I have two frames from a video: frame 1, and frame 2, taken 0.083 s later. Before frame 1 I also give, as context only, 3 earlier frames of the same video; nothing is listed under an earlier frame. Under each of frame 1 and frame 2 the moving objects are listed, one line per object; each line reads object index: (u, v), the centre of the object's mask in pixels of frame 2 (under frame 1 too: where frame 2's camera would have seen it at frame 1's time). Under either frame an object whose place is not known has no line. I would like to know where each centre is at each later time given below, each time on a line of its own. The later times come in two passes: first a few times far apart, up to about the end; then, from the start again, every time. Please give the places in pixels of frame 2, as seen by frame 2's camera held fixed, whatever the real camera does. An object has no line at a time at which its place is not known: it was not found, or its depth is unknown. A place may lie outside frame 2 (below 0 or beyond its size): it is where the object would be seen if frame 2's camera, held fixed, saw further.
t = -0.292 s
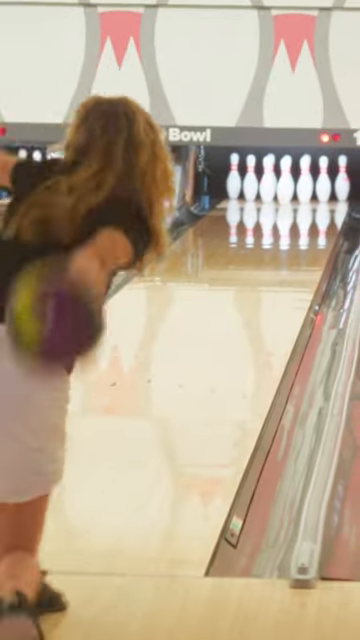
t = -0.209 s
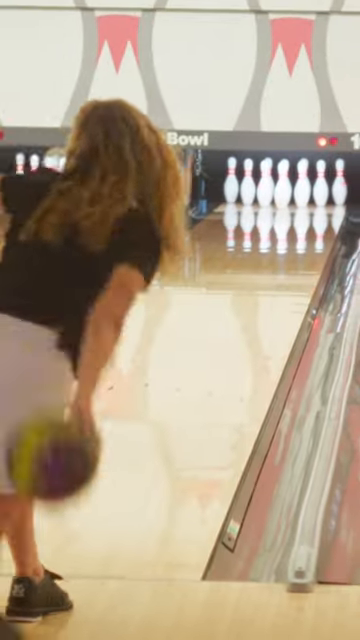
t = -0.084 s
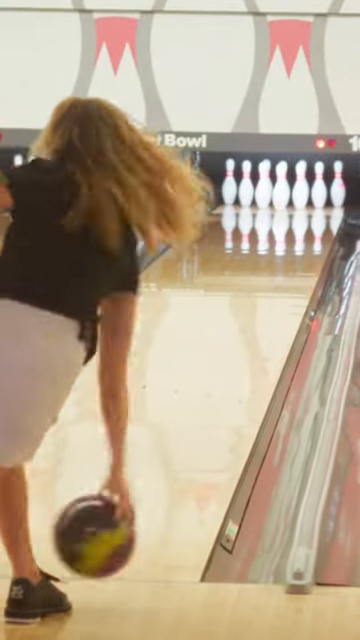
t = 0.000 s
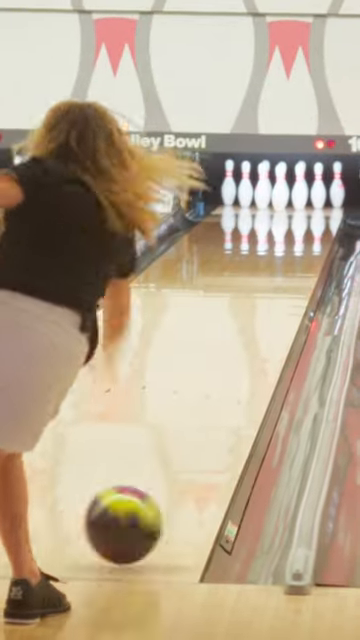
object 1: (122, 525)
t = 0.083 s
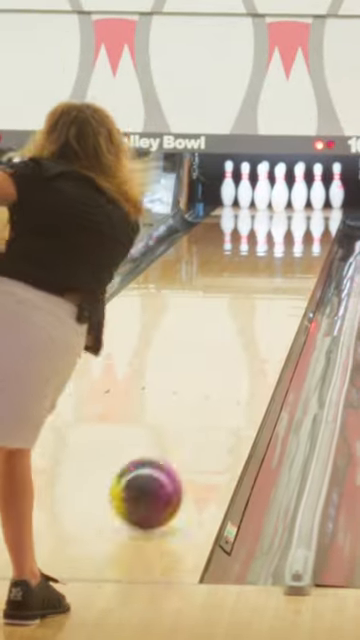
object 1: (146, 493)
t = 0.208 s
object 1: (176, 453)
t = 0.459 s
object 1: (219, 390)
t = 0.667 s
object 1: (244, 349)
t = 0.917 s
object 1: (266, 311)
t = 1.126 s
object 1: (279, 286)
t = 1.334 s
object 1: (290, 266)
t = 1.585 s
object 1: (297, 245)
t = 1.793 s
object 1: (298, 230)
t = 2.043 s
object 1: (296, 217)
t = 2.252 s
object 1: (291, 206)
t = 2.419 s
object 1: (284, 200)
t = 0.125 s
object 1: (157, 480)
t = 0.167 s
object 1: (166, 467)
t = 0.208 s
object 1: (176, 453)
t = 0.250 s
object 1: (184, 441)
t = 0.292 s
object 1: (192, 430)
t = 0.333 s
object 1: (199, 419)
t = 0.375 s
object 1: (206, 408)
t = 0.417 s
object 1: (213, 398)
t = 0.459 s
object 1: (219, 390)
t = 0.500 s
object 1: (225, 380)
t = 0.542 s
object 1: (230, 372)
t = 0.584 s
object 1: (235, 364)
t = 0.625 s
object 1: (240, 356)
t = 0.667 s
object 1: (244, 349)
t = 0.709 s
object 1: (249, 342)
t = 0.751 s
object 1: (253, 335)
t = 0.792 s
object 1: (257, 329)
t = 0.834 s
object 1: (260, 322)
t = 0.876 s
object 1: (263, 317)
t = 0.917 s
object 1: (266, 311)
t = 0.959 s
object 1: (269, 306)
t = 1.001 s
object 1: (272, 301)
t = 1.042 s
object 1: (275, 296)
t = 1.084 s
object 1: (277, 291)
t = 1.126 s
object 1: (279, 286)
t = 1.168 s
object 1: (282, 281)
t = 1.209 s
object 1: (284, 277)
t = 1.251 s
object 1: (286, 273)
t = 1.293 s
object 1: (288, 269)
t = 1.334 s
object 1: (290, 266)
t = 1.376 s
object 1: (290, 262)
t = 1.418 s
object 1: (292, 258)
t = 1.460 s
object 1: (293, 255)
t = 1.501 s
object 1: (295, 250)
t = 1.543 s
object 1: (297, 247)
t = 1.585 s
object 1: (297, 245)
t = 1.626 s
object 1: (298, 242)
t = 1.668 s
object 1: (299, 239)
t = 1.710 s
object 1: (297, 236)
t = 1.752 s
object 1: (297, 233)
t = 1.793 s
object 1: (298, 230)
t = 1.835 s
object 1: (298, 228)
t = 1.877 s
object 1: (298, 226)
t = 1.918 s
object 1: (298, 223)
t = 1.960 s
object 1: (297, 221)
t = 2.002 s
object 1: (297, 220)
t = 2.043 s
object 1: (296, 217)
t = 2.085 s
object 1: (295, 215)
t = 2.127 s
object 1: (294, 213)
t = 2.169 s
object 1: (294, 211)
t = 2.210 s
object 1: (292, 209)
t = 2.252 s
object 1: (291, 206)
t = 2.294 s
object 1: (289, 205)
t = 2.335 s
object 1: (288, 203)
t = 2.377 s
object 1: (286, 202)
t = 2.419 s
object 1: (284, 200)
